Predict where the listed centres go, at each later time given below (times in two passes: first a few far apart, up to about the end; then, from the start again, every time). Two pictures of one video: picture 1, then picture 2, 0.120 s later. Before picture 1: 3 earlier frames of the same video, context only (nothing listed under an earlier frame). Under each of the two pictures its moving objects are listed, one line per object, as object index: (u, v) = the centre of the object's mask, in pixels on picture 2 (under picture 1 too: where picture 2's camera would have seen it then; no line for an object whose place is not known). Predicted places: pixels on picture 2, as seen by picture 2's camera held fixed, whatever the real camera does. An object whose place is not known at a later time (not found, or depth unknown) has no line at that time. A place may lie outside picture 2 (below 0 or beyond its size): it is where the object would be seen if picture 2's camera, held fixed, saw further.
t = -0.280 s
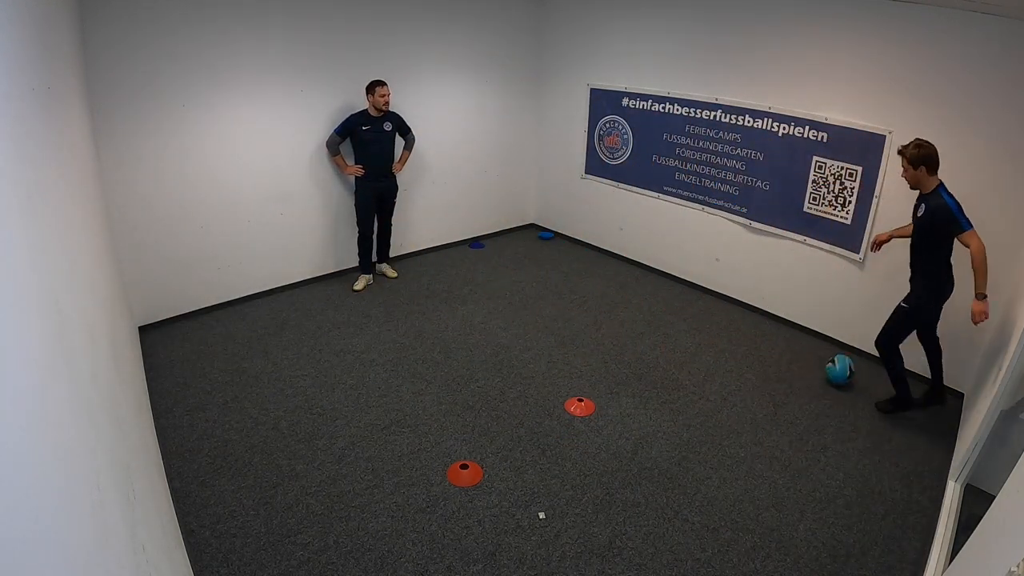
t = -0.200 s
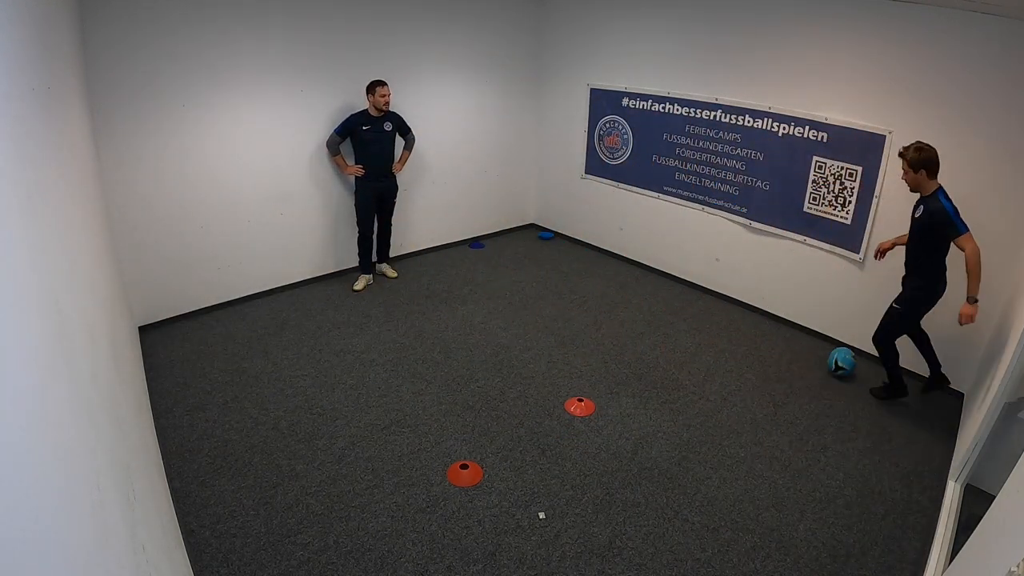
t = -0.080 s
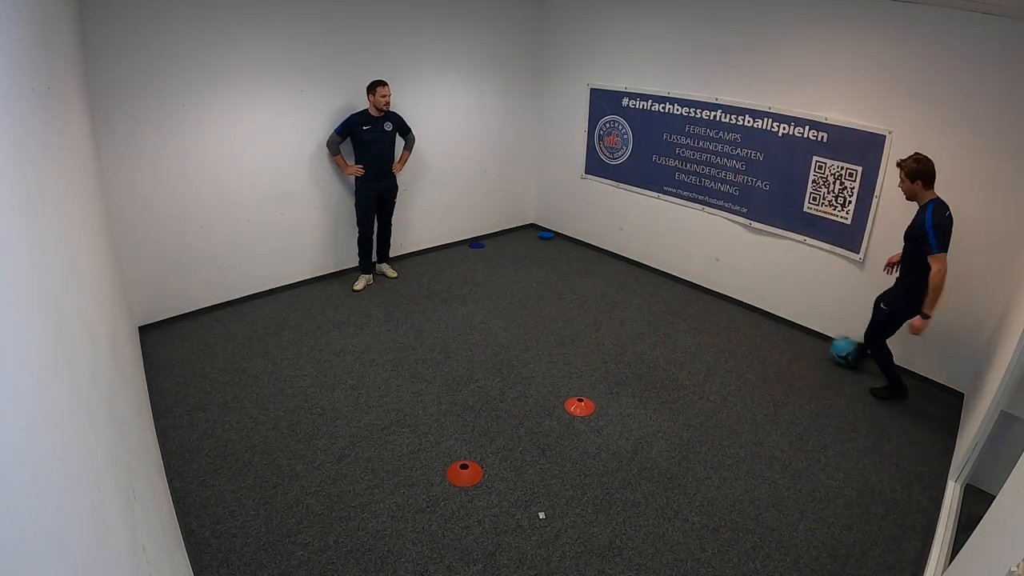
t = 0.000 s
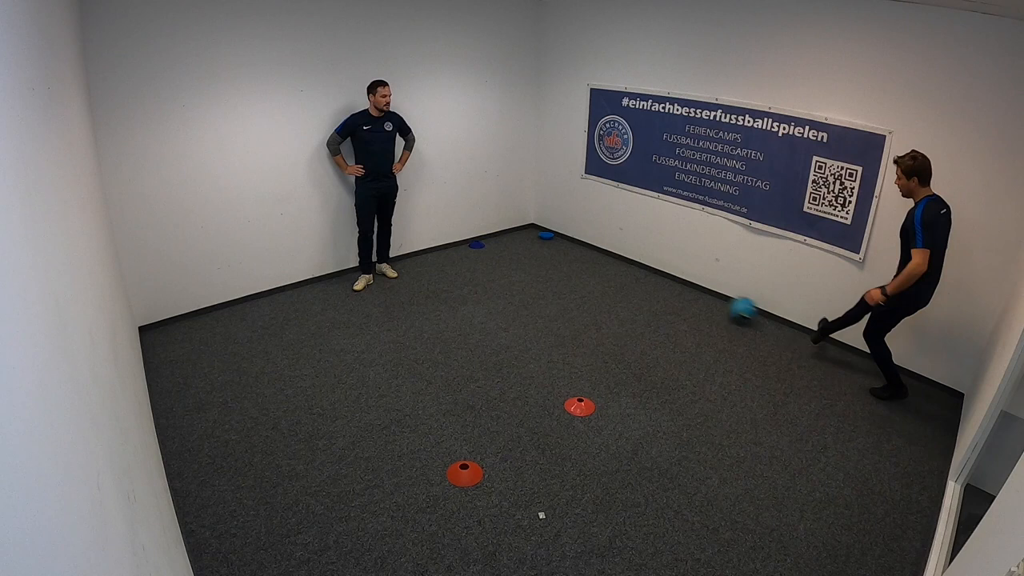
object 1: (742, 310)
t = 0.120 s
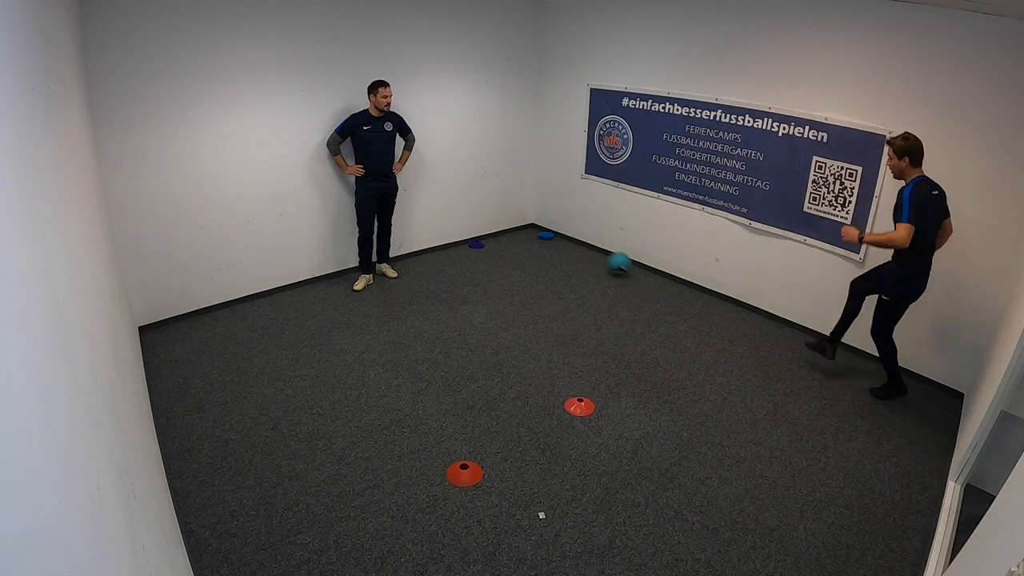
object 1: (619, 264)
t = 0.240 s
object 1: (529, 233)
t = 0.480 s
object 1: (598, 256)
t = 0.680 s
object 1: (697, 298)
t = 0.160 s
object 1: (586, 252)
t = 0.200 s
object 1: (556, 242)
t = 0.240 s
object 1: (529, 233)
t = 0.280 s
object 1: (511, 225)
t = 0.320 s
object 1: (527, 227)
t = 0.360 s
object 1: (543, 232)
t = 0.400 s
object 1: (560, 237)
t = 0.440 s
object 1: (579, 246)
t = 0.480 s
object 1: (598, 256)
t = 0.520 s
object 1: (618, 269)
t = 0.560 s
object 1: (639, 278)
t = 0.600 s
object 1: (658, 282)
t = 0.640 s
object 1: (677, 288)
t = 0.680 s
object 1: (697, 298)
